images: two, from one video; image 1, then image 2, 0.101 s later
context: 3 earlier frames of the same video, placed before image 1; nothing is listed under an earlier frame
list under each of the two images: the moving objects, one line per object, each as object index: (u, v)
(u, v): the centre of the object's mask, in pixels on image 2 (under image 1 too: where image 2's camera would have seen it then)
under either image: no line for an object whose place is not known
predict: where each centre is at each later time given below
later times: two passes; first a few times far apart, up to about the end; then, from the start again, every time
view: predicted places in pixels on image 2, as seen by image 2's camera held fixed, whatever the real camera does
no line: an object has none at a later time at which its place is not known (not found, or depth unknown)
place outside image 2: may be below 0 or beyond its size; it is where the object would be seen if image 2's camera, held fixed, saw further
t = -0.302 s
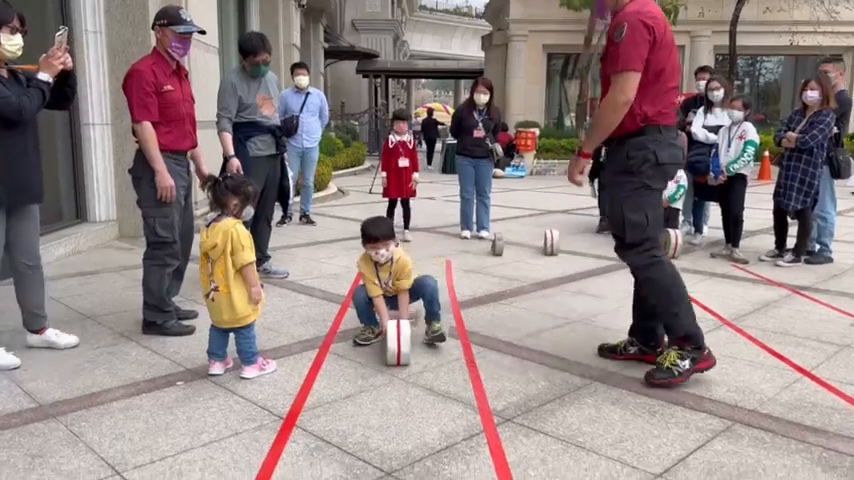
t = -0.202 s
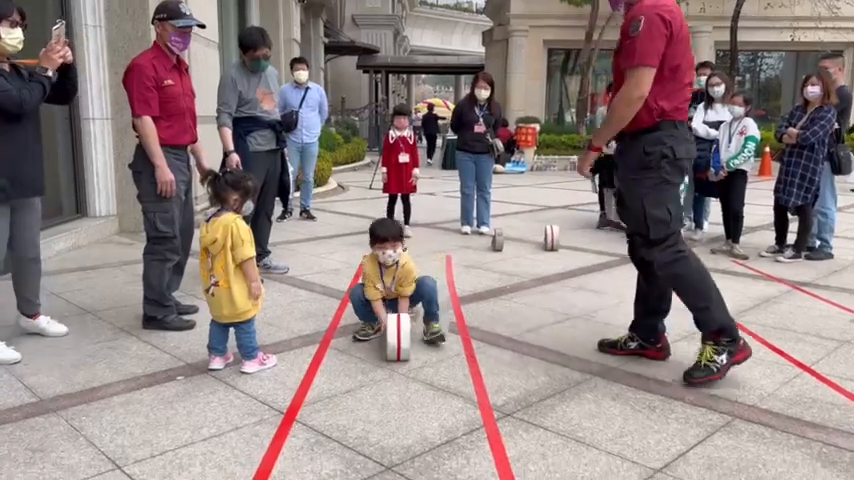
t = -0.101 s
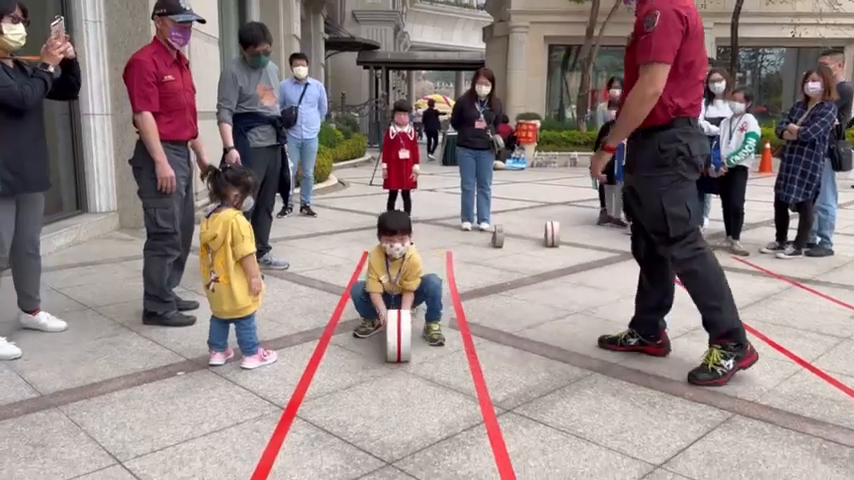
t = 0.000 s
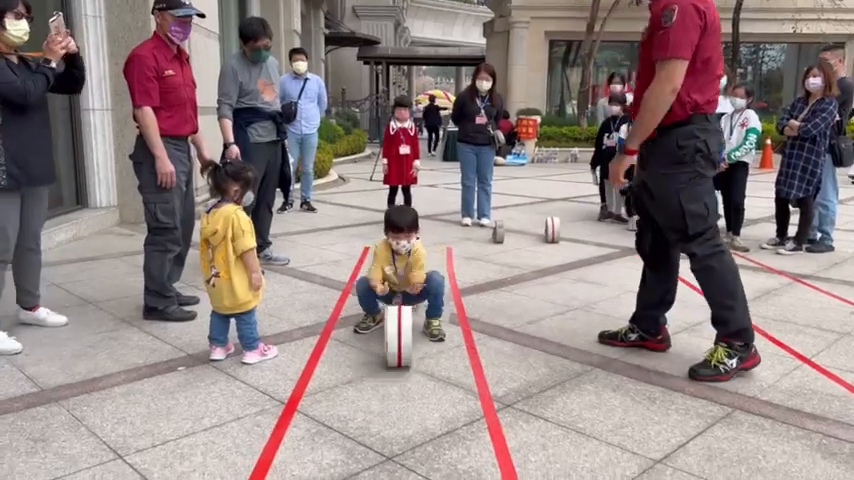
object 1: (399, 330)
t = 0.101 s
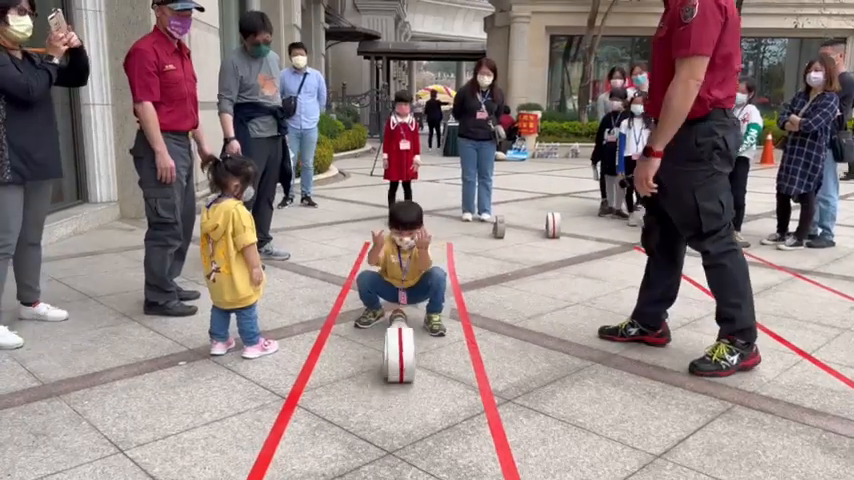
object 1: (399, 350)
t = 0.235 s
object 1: (398, 360)
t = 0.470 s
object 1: (397, 380)
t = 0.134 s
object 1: (398, 353)
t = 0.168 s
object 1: (398, 358)
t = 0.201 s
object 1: (398, 359)
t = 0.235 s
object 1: (398, 360)
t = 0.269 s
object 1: (398, 360)
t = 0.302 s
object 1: (398, 361)
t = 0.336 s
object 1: (397, 364)
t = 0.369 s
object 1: (397, 369)
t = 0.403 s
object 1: (397, 377)
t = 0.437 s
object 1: (397, 381)
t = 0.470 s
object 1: (397, 380)
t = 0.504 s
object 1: (397, 381)
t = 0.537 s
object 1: (397, 384)
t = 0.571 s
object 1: (398, 388)
